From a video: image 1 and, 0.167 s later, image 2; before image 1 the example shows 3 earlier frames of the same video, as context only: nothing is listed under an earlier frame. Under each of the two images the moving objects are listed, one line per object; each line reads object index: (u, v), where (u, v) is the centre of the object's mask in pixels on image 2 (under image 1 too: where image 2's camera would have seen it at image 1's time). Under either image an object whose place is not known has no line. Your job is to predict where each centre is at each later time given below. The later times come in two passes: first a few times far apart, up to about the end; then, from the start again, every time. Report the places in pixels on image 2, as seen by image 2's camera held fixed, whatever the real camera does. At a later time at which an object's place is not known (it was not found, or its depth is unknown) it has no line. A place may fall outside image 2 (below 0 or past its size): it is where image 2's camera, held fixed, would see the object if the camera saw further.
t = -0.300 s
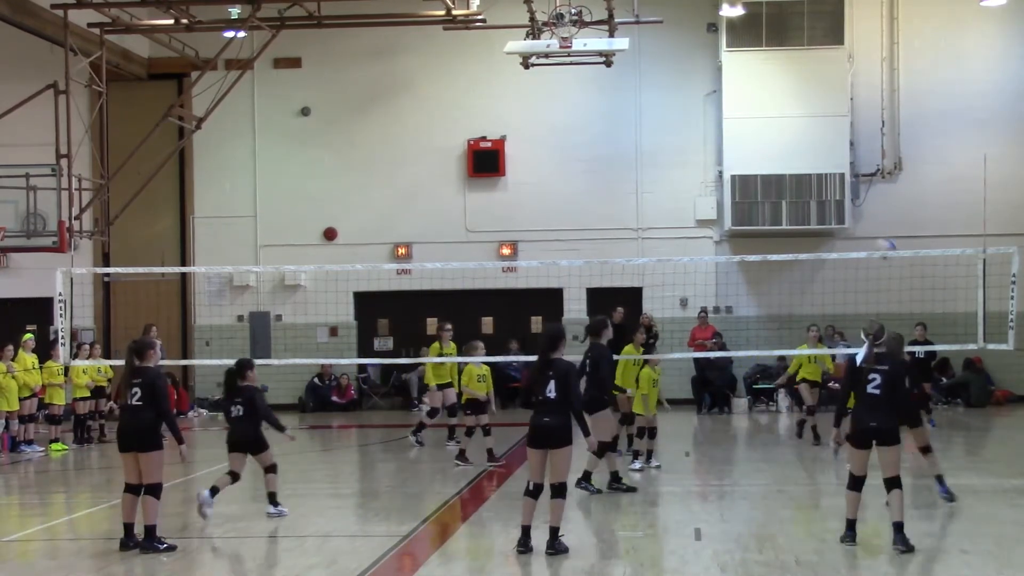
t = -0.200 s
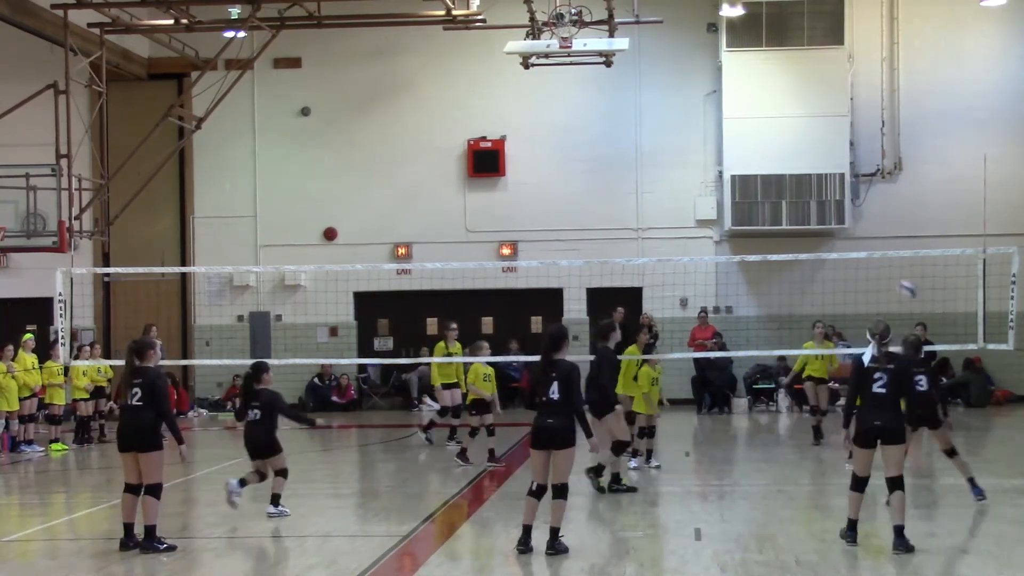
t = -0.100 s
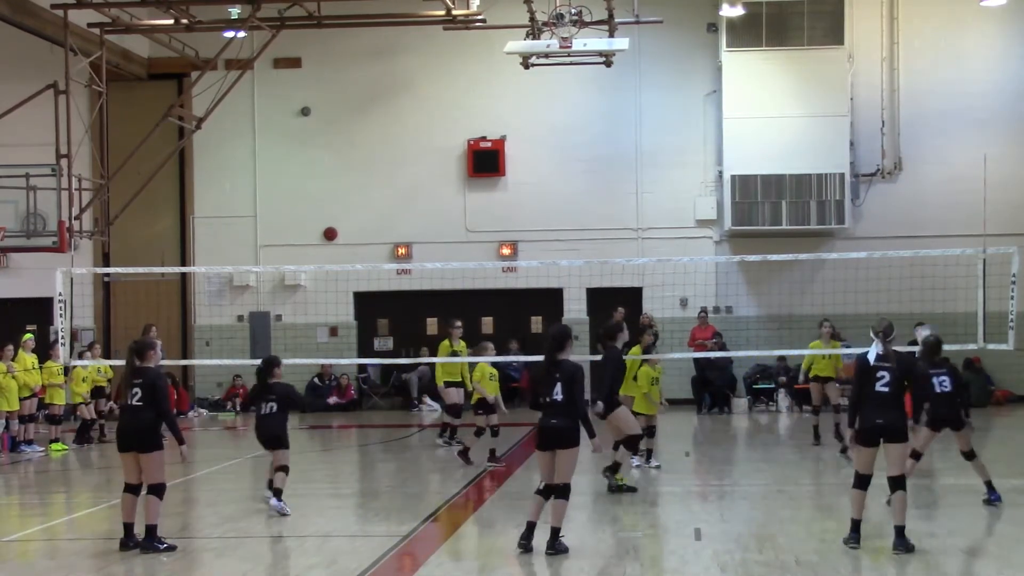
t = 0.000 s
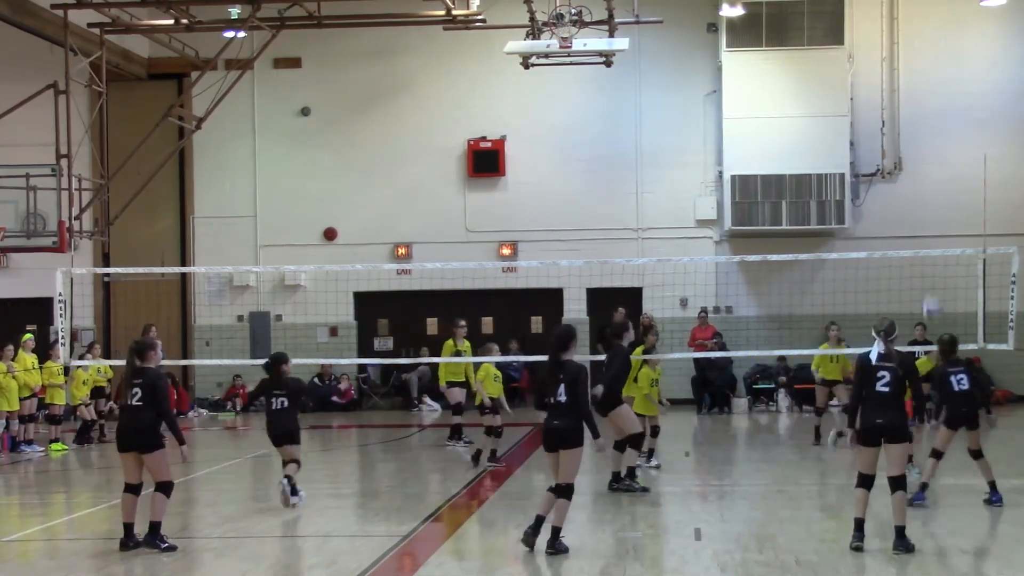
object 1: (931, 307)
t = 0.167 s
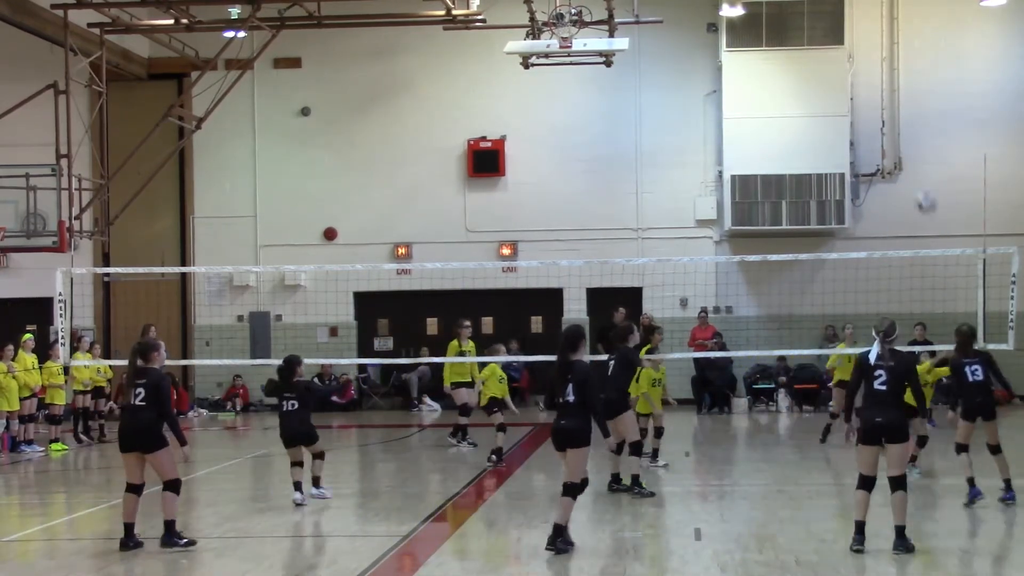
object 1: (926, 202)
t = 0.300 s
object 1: (920, 138)
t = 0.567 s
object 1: (909, 59)
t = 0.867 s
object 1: (896, 53)
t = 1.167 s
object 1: (887, 129)
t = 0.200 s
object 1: (925, 185)
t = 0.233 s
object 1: (924, 170)
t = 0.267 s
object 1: (922, 154)
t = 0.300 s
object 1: (920, 138)
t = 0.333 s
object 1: (918, 124)
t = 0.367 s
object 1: (917, 112)
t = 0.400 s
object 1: (916, 101)
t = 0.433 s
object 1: (914, 90)
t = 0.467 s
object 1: (913, 81)
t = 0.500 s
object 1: (912, 72)
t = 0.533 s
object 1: (910, 65)
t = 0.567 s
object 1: (909, 59)
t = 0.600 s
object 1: (908, 54)
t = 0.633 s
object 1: (906, 51)
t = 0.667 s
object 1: (904, 48)
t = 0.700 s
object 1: (903, 46)
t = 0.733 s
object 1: (902, 45)
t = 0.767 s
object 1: (901, 46)
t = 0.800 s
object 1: (900, 46)
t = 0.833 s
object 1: (898, 49)
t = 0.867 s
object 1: (896, 53)
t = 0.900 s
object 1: (895, 57)
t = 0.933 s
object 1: (894, 62)
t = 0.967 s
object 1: (893, 69)
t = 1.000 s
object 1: (892, 76)
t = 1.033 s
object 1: (891, 85)
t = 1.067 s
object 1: (890, 95)
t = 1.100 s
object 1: (888, 106)
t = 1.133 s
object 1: (887, 117)
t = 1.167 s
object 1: (887, 129)
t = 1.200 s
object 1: (885, 144)
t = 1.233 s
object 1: (886, 159)
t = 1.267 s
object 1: (886, 173)
